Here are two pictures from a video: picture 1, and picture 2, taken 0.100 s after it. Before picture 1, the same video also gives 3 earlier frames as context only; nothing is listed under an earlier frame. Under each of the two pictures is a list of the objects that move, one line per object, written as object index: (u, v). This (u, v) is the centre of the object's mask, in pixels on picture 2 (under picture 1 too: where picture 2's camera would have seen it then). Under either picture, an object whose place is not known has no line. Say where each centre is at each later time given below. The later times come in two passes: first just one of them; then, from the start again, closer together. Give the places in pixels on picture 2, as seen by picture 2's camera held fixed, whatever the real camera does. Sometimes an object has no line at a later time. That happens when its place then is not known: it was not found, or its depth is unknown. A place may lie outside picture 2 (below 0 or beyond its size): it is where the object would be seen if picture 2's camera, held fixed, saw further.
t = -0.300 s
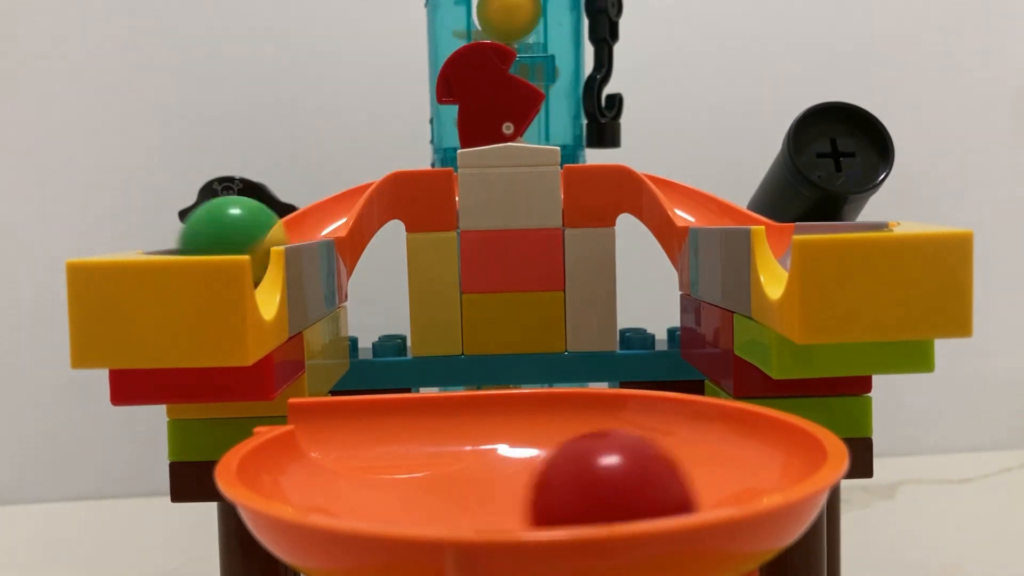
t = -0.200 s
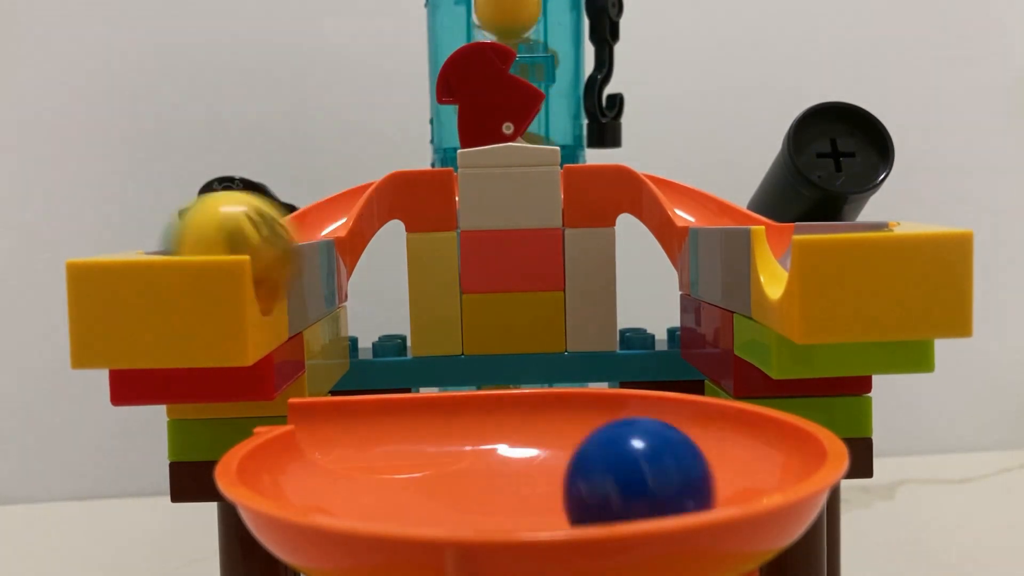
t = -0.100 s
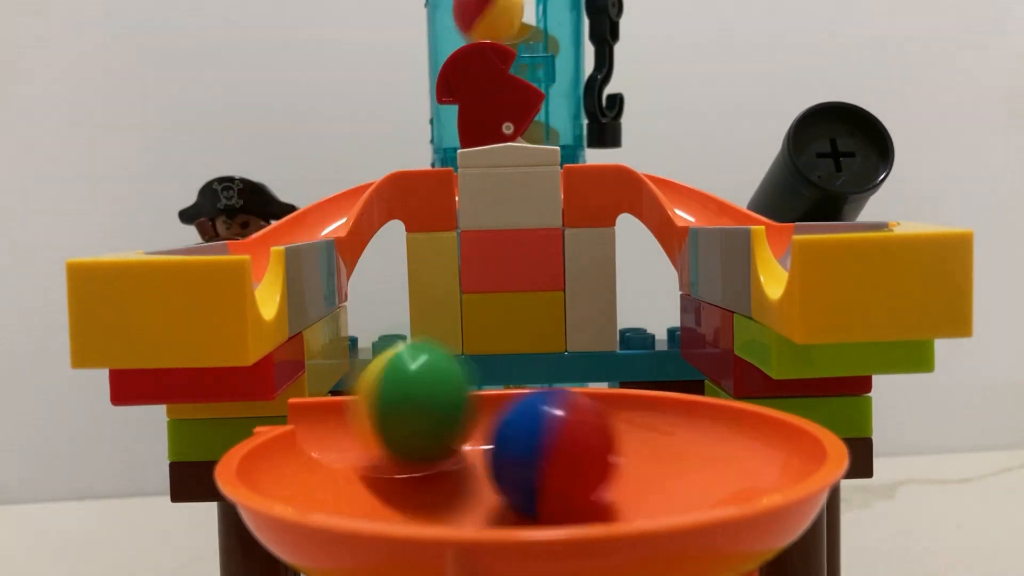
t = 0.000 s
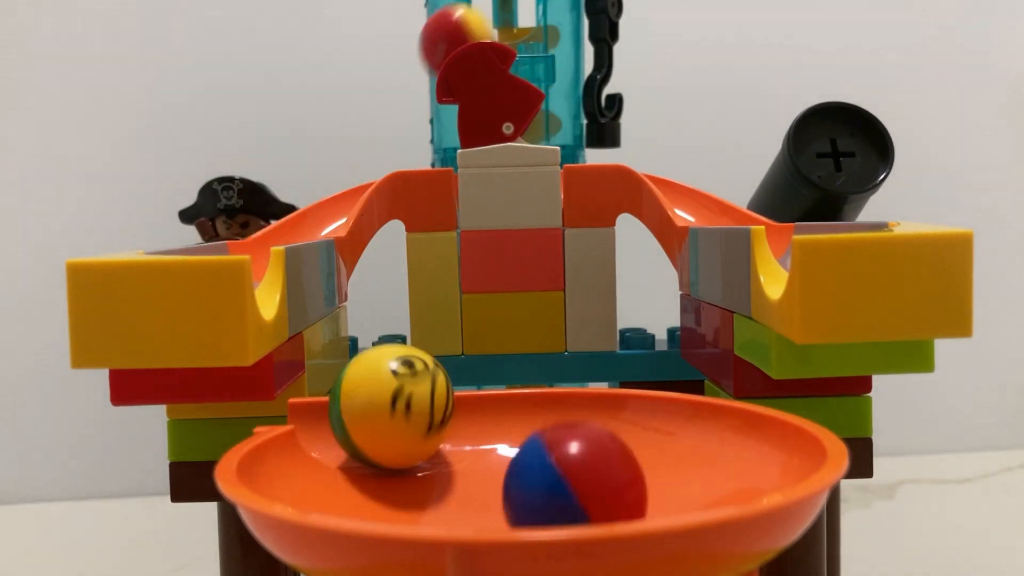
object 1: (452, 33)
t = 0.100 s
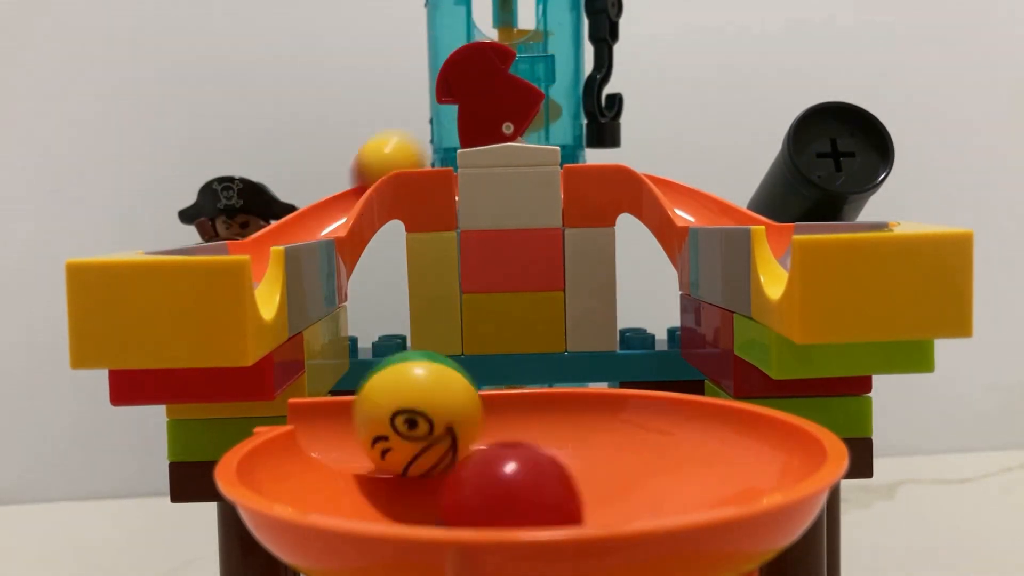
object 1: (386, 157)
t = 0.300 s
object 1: (263, 231)
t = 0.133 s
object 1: (360, 170)
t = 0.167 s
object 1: (334, 191)
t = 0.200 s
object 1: (309, 209)
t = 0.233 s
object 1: (284, 228)
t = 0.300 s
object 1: (263, 231)
